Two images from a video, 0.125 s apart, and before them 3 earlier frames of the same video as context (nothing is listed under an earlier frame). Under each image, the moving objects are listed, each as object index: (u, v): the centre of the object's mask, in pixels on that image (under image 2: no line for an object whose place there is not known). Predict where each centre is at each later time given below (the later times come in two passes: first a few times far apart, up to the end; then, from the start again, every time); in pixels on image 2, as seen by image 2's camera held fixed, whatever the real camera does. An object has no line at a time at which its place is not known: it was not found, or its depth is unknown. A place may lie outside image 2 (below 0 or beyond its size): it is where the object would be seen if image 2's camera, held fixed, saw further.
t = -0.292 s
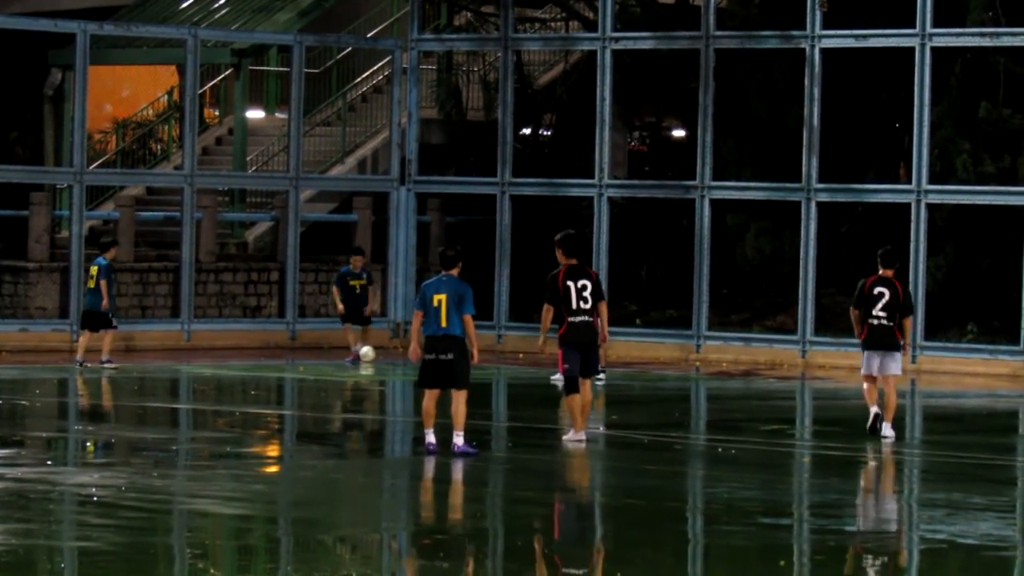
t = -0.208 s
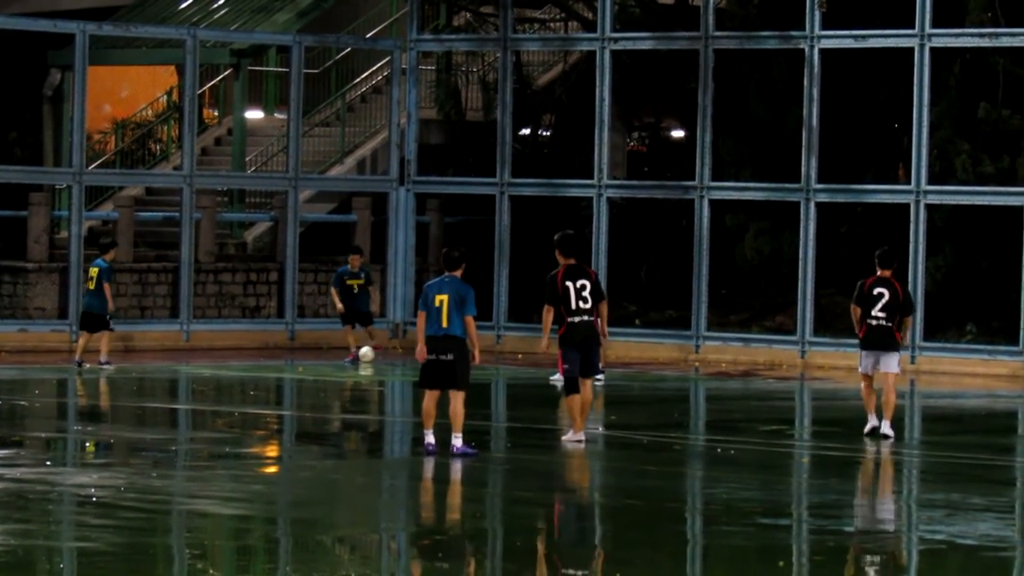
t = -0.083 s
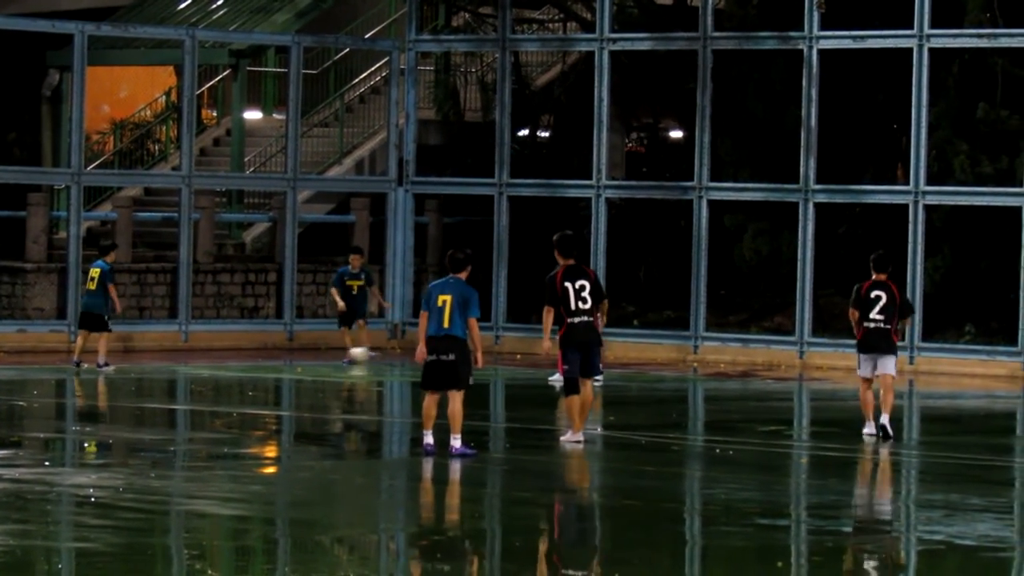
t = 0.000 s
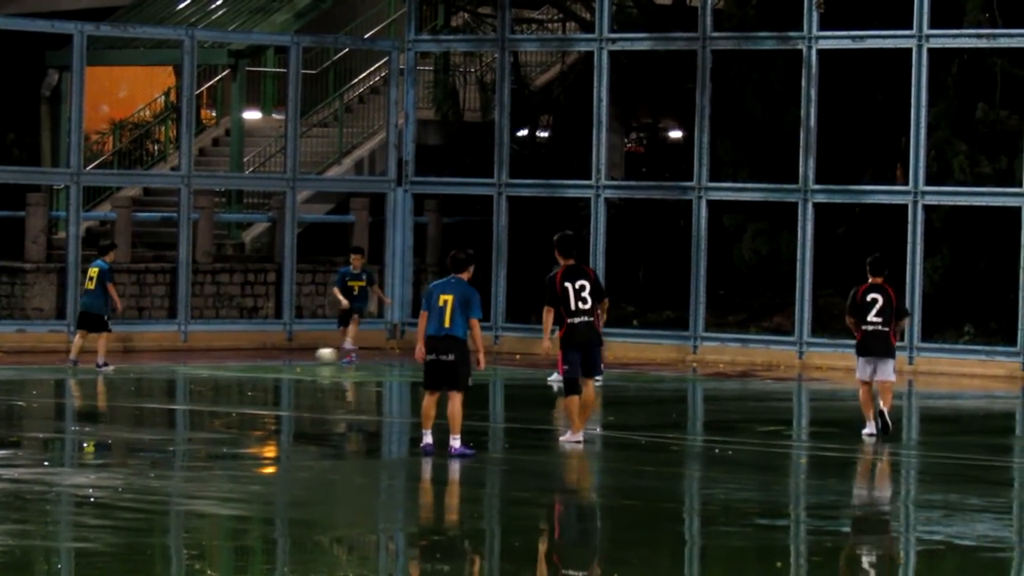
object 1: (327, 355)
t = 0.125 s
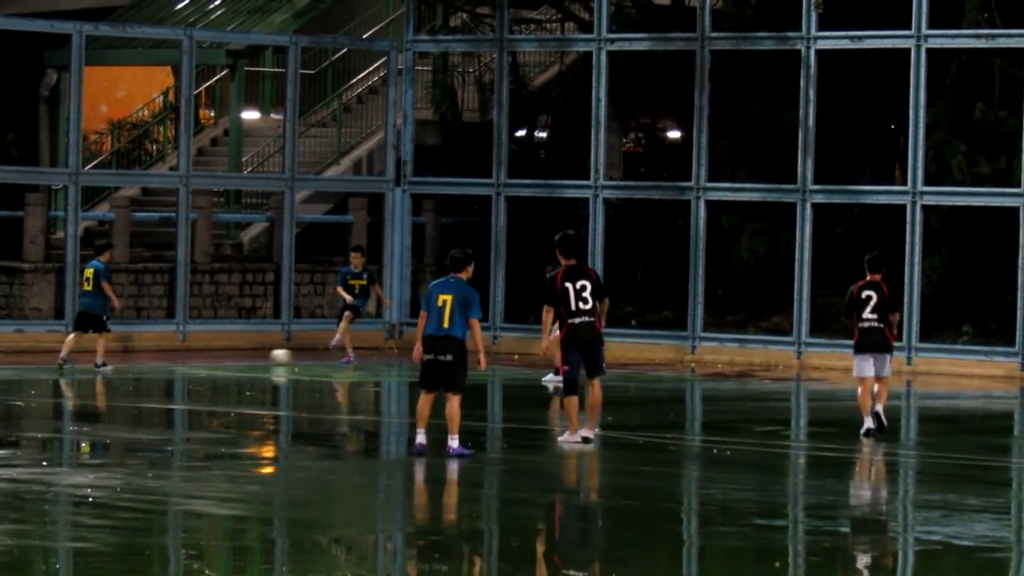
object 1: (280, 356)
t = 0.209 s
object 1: (253, 356)
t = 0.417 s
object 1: (194, 358)
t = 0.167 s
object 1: (266, 356)
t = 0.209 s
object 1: (253, 356)
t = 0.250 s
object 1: (240, 357)
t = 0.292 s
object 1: (228, 358)
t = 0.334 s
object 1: (216, 358)
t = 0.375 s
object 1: (205, 357)
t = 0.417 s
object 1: (194, 358)
